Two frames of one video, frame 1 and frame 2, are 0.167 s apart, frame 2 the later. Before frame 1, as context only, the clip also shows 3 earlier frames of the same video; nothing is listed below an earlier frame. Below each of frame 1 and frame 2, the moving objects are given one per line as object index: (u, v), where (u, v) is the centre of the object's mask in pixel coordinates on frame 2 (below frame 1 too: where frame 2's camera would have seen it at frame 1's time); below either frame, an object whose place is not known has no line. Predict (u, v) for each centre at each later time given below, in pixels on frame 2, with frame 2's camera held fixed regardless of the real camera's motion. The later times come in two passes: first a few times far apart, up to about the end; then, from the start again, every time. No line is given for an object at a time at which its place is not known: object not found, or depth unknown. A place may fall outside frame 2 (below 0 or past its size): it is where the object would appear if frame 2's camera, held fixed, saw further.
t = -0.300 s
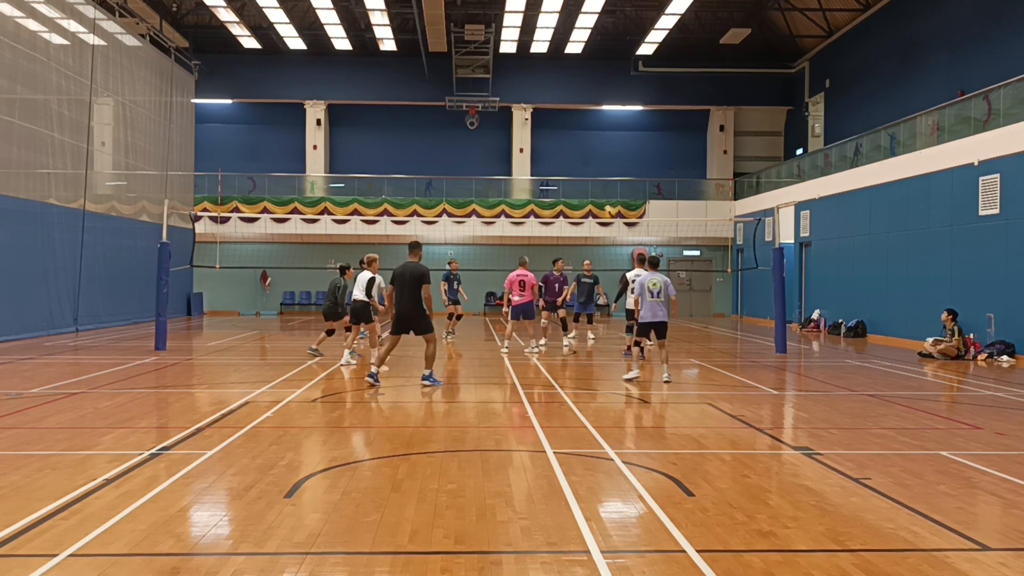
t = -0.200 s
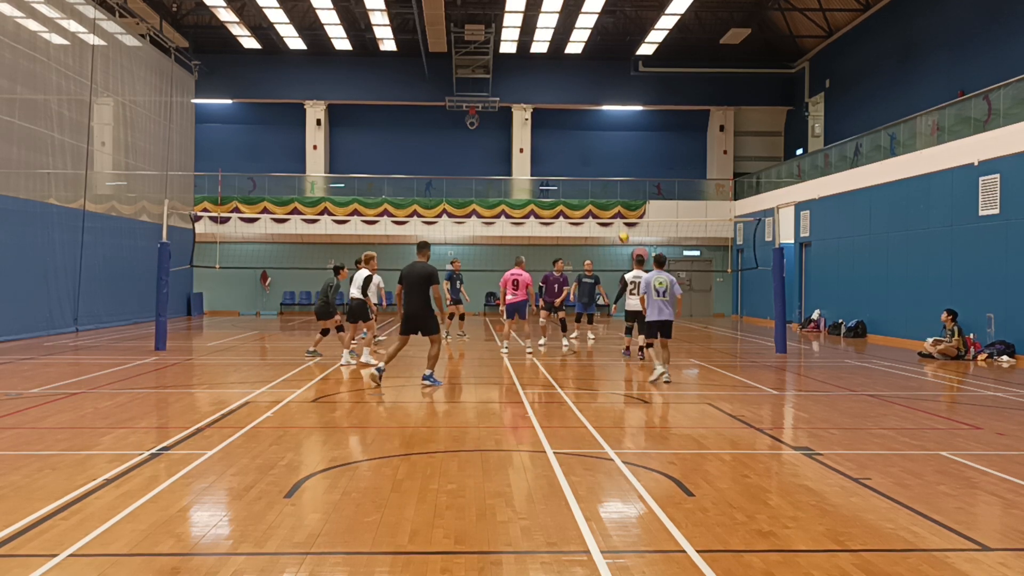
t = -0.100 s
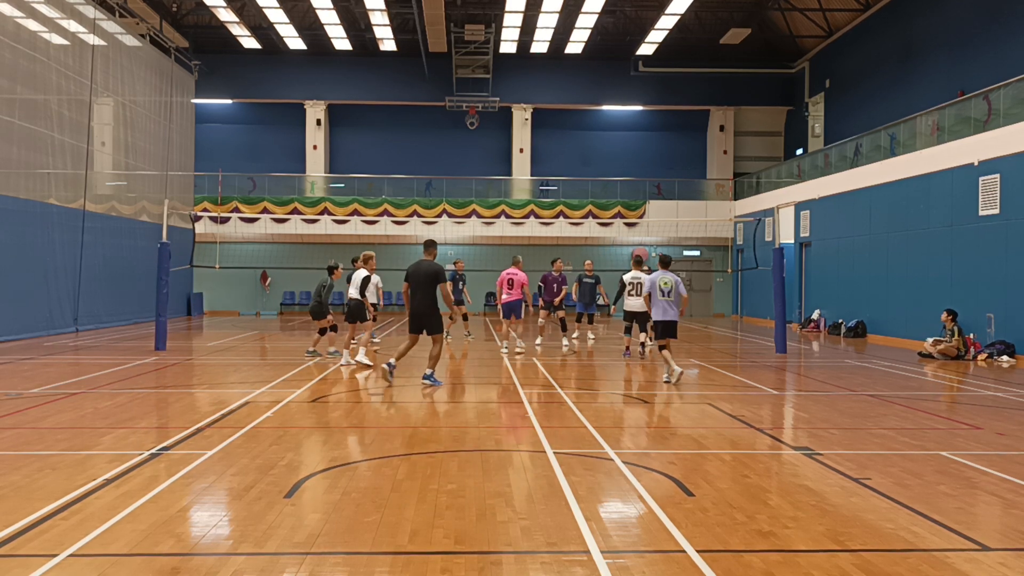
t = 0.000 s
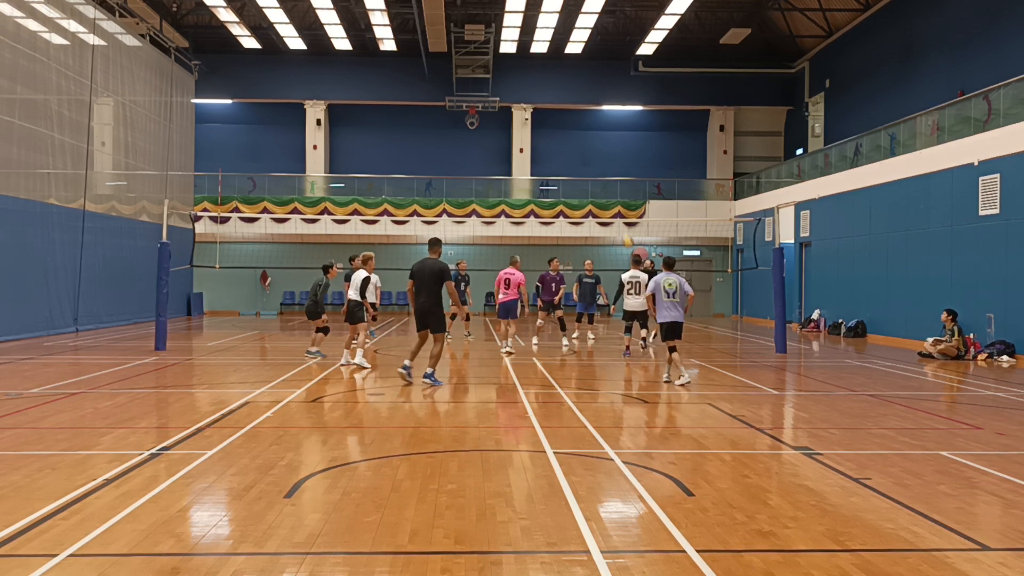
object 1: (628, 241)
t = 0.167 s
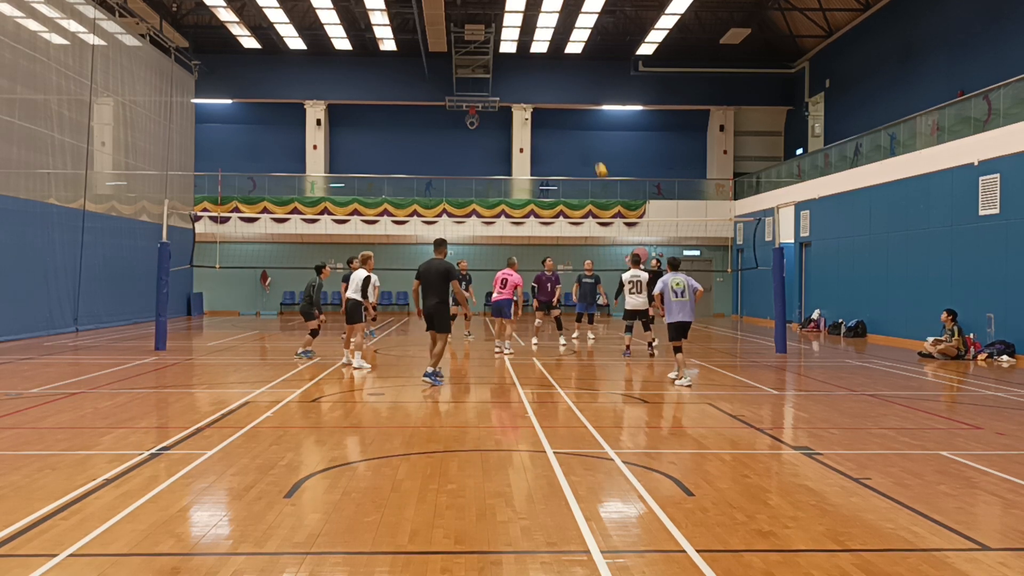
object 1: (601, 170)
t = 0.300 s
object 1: (580, 124)
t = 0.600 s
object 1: (535, 57)
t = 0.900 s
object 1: (490, 37)
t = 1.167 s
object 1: (452, 59)
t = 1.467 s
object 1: (411, 127)
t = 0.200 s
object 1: (596, 158)
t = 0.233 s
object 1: (591, 146)
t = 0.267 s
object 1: (586, 135)
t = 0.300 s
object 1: (580, 124)
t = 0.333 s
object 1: (575, 114)
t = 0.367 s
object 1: (570, 105)
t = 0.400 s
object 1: (565, 96)
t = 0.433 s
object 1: (560, 88)
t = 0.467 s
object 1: (555, 81)
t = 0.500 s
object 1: (550, 74)
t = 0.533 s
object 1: (545, 67)
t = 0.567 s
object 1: (540, 61)
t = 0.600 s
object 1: (535, 57)
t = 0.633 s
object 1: (529, 52)
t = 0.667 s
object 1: (524, 48)
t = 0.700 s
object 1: (521, 45)
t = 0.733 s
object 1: (516, 42)
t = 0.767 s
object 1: (510, 40)
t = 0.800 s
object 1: (504, 38)
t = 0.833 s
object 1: (499, 37)
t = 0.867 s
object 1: (495, 37)
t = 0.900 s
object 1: (490, 37)
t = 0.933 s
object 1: (485, 37)
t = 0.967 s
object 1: (480, 39)
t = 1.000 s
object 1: (476, 41)
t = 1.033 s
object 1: (471, 43)
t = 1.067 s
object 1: (466, 46)
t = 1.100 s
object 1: (462, 50)
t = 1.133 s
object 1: (457, 54)
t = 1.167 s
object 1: (452, 59)
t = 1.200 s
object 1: (447, 65)
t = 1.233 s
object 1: (443, 71)
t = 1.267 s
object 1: (438, 77)
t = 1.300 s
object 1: (434, 84)
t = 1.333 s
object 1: (429, 91)
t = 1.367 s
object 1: (424, 99)
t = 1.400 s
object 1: (420, 108)
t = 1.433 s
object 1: (416, 117)
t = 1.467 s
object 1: (411, 127)
